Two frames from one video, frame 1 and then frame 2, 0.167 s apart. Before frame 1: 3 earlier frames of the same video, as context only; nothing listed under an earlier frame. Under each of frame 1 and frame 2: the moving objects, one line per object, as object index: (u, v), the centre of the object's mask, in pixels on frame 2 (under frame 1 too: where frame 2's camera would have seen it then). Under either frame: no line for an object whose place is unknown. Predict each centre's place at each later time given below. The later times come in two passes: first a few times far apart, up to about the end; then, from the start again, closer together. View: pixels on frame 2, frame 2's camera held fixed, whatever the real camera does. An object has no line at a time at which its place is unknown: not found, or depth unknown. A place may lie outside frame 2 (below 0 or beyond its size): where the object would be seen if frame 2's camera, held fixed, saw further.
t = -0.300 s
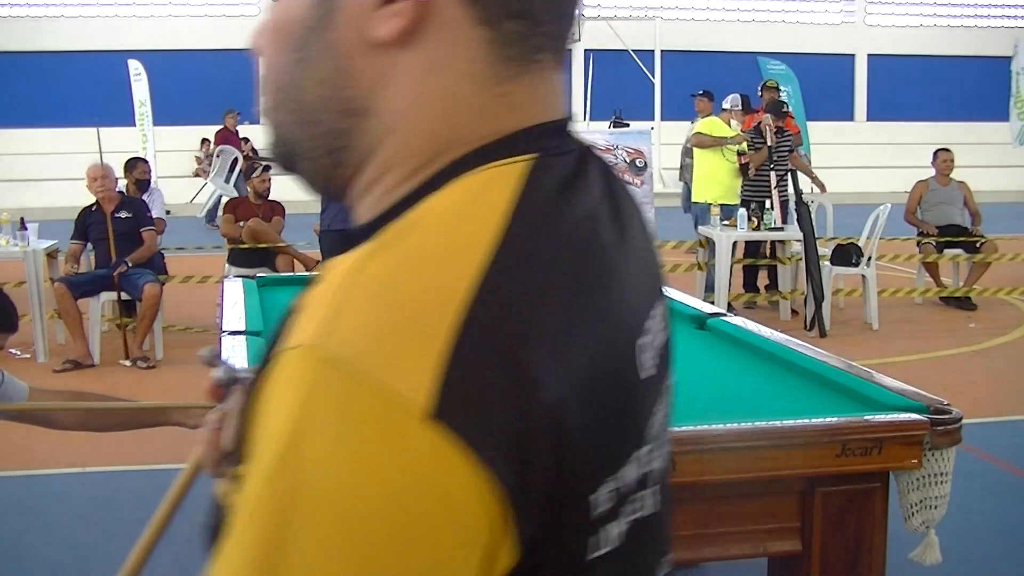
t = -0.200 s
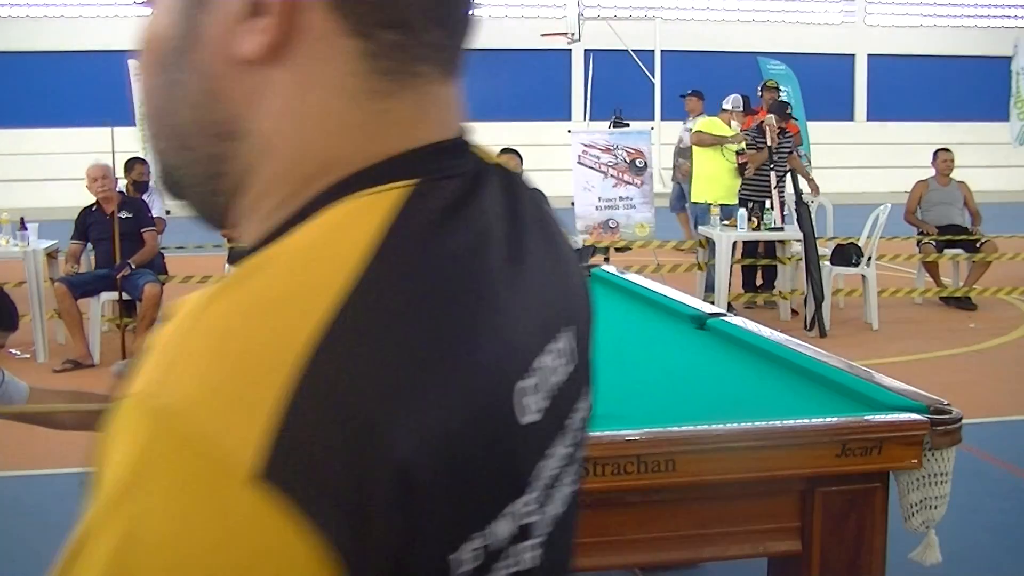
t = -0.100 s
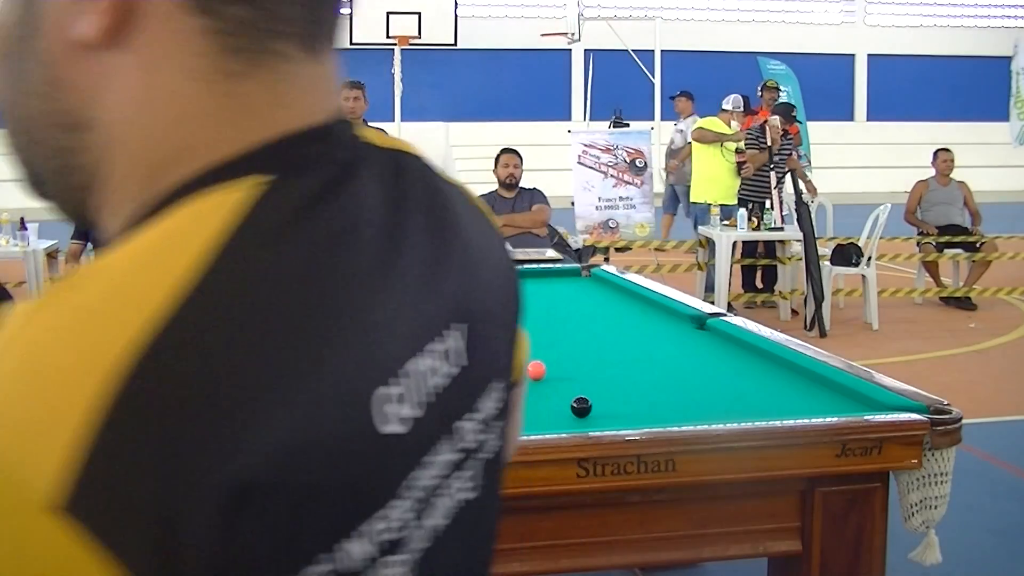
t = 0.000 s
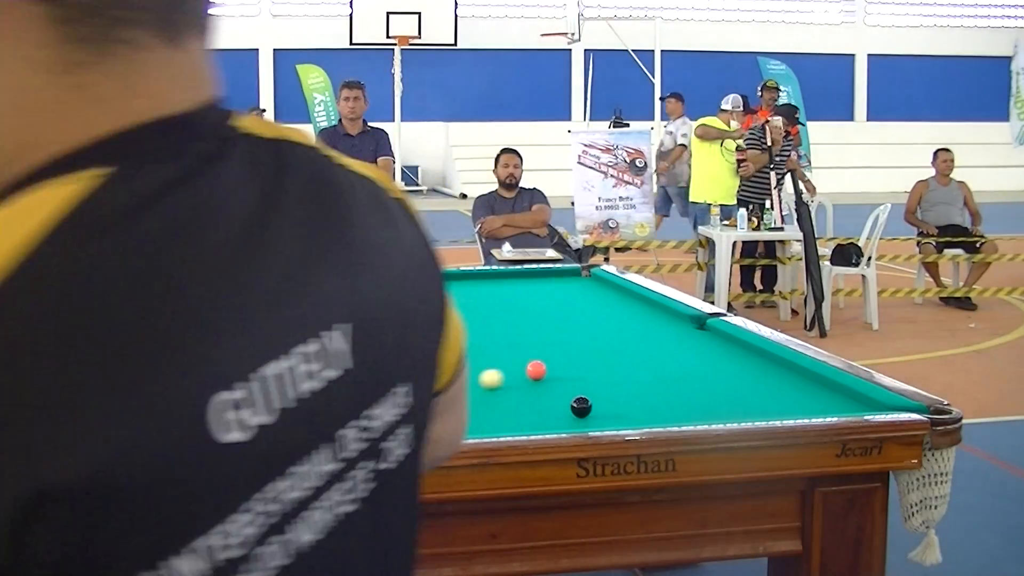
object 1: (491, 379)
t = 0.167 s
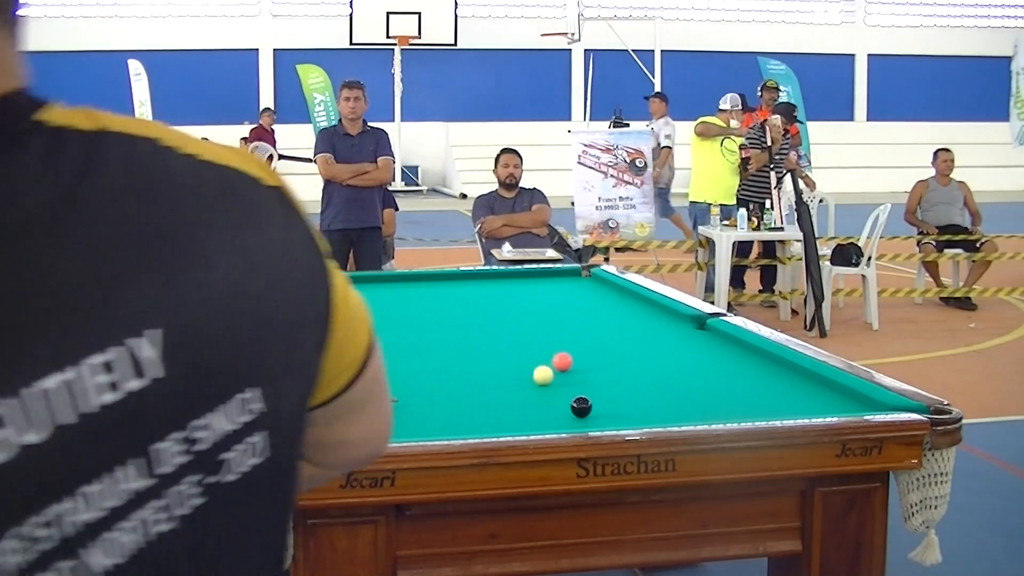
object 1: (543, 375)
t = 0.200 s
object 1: (547, 376)
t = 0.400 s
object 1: (571, 379)
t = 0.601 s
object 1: (594, 381)
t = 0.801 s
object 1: (616, 384)
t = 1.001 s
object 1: (636, 387)
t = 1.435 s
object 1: (676, 391)
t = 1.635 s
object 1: (692, 393)
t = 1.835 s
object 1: (706, 395)
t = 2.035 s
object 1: (719, 396)
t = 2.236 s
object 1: (730, 397)
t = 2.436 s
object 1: (739, 398)
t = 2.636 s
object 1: (747, 399)
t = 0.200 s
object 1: (547, 376)
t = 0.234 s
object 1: (551, 376)
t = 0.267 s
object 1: (555, 377)
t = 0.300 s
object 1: (559, 377)
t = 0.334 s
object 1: (563, 378)
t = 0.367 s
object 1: (567, 378)
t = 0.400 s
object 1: (571, 379)
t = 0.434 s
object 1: (575, 379)
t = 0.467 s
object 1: (578, 380)
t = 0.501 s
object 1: (582, 380)
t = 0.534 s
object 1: (586, 381)
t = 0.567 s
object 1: (590, 381)
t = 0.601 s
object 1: (594, 381)
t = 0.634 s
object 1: (597, 382)
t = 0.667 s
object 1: (601, 383)
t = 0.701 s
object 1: (605, 383)
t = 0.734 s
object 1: (608, 384)
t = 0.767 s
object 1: (612, 384)
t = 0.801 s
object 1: (616, 384)
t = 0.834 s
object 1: (619, 384)
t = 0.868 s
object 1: (623, 385)
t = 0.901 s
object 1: (626, 385)
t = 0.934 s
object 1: (629, 386)
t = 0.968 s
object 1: (633, 386)
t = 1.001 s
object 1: (636, 387)
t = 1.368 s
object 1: (669, 390)
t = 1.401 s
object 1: (673, 391)
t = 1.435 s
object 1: (676, 391)
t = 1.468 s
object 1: (679, 392)
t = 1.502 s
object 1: (681, 392)
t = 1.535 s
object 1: (684, 392)
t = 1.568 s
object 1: (687, 392)
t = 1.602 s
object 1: (689, 393)
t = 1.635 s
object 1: (692, 393)
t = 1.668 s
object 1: (694, 393)
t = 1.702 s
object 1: (697, 394)
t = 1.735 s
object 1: (699, 394)
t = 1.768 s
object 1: (702, 394)
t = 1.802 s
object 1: (704, 395)
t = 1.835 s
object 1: (706, 395)
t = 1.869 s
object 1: (708, 395)
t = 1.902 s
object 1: (711, 395)
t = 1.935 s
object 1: (713, 395)
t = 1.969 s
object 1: (715, 396)
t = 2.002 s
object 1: (717, 396)
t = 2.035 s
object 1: (719, 396)
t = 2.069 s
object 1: (721, 396)
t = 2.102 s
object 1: (723, 397)
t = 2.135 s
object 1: (725, 397)
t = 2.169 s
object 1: (727, 397)
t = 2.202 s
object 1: (728, 397)
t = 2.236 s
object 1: (730, 397)
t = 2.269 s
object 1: (732, 398)
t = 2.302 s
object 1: (733, 398)
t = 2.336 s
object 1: (735, 398)
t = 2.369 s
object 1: (737, 398)
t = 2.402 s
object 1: (738, 398)
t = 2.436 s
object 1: (739, 398)
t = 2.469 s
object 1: (741, 398)
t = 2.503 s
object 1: (742, 399)
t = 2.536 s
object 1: (743, 399)
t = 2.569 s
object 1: (745, 399)
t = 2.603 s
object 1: (746, 399)
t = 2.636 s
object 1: (747, 399)
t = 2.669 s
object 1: (748, 399)
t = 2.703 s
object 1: (749, 399)
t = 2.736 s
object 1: (750, 400)
